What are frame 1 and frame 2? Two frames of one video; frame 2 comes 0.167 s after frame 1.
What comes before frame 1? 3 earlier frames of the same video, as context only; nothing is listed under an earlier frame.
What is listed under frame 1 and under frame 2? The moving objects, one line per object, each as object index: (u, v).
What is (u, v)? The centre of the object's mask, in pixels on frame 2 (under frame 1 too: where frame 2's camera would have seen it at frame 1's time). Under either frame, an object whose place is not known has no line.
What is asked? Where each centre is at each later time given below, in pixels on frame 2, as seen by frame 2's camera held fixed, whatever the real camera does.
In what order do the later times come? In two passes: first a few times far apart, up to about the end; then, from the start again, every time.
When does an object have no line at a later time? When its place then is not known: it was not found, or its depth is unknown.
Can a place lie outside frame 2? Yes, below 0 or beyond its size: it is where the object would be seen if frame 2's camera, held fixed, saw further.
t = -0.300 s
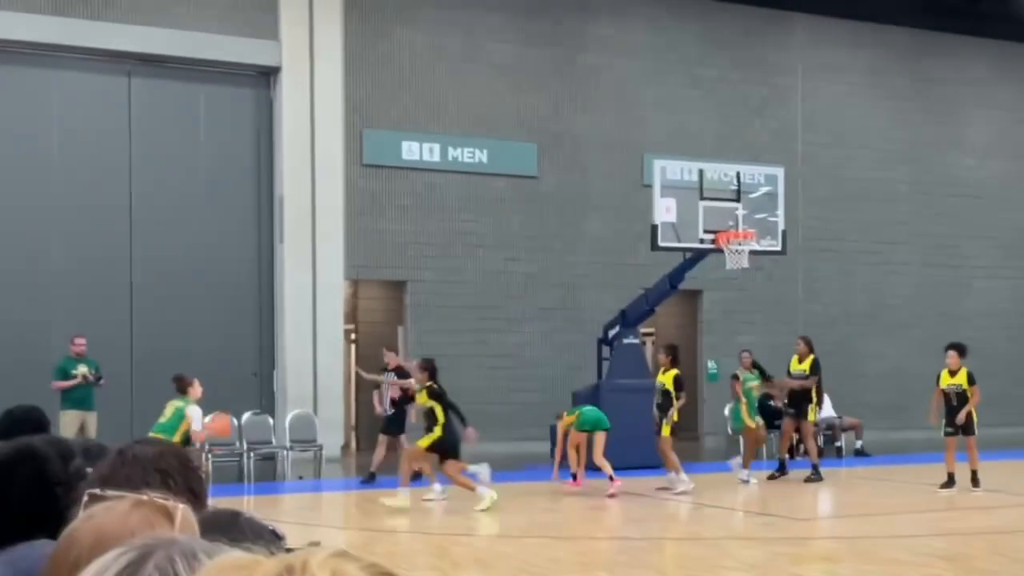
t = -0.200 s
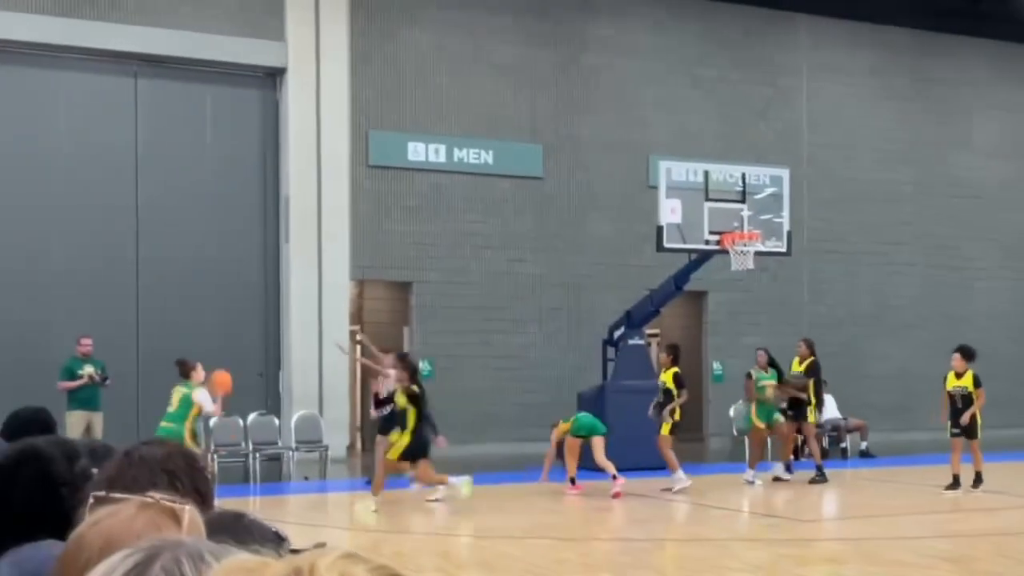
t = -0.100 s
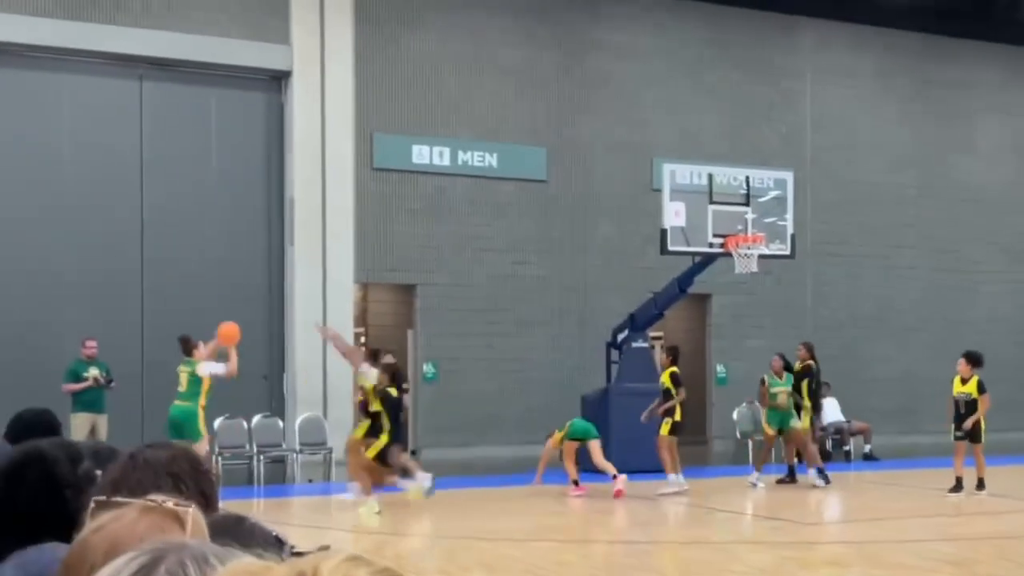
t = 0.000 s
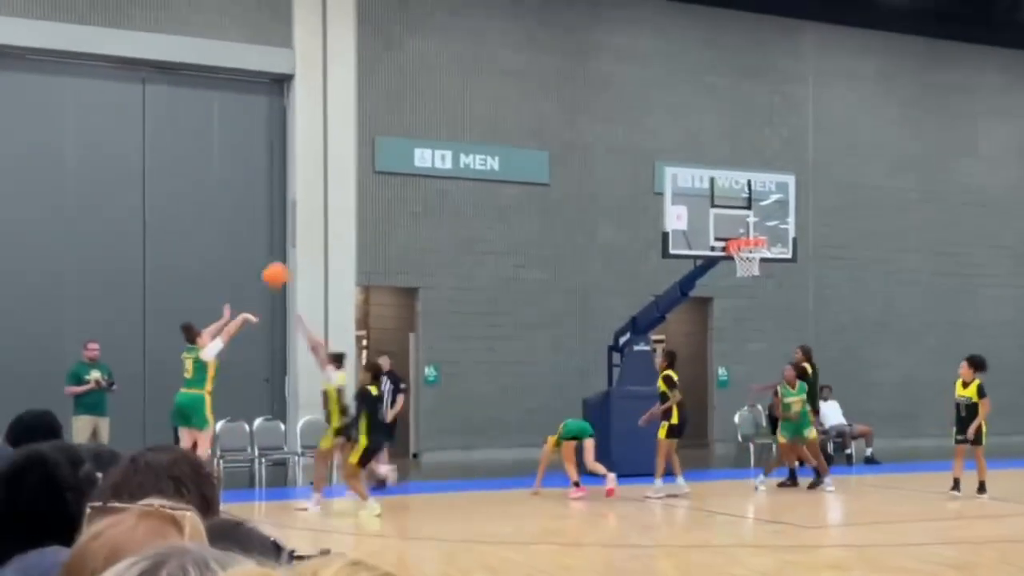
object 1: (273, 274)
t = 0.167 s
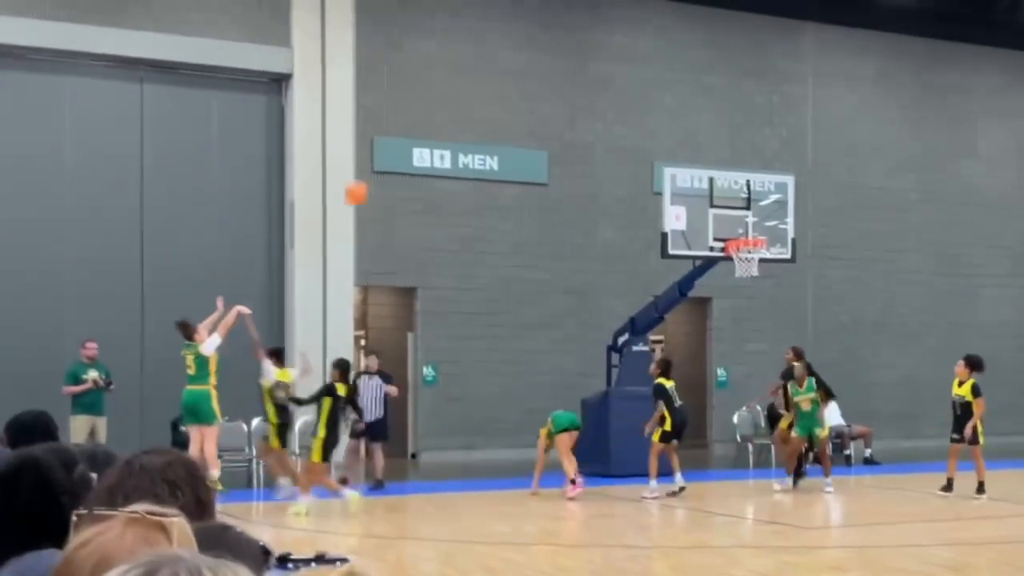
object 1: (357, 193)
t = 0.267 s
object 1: (401, 158)
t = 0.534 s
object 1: (515, 114)
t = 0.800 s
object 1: (618, 132)
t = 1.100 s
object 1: (723, 216)
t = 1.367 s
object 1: (767, 266)
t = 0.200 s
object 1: (371, 180)
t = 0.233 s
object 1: (386, 168)
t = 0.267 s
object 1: (401, 158)
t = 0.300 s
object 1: (416, 148)
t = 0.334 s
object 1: (432, 140)
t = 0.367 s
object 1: (446, 133)
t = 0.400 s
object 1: (460, 128)
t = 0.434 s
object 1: (474, 123)
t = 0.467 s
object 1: (487, 119)
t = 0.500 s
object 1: (501, 116)
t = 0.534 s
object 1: (515, 114)
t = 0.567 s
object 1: (529, 113)
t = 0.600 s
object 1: (542, 113)
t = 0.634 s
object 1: (555, 114)
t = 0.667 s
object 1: (568, 116)
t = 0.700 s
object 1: (581, 119)
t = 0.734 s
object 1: (593, 122)
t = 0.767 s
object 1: (605, 127)
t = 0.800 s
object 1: (618, 132)
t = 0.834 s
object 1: (630, 138)
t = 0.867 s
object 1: (642, 144)
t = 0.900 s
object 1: (654, 152)
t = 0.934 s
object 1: (666, 160)
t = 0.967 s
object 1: (677, 168)
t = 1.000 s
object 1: (689, 181)
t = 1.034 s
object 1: (701, 192)
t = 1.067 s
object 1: (712, 203)
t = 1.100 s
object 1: (723, 216)
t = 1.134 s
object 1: (735, 228)
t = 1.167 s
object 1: (742, 239)
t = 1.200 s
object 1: (755, 257)
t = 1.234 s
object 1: (762, 261)
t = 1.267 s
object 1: (763, 262)
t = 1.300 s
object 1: (765, 263)
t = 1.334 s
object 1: (766, 264)
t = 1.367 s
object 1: (767, 266)
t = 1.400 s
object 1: (770, 270)
